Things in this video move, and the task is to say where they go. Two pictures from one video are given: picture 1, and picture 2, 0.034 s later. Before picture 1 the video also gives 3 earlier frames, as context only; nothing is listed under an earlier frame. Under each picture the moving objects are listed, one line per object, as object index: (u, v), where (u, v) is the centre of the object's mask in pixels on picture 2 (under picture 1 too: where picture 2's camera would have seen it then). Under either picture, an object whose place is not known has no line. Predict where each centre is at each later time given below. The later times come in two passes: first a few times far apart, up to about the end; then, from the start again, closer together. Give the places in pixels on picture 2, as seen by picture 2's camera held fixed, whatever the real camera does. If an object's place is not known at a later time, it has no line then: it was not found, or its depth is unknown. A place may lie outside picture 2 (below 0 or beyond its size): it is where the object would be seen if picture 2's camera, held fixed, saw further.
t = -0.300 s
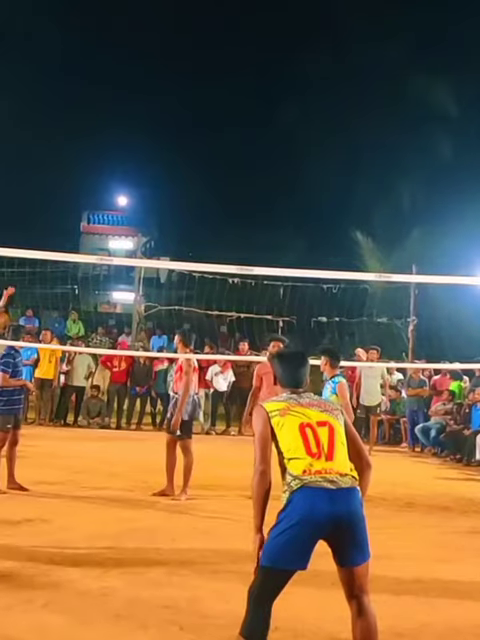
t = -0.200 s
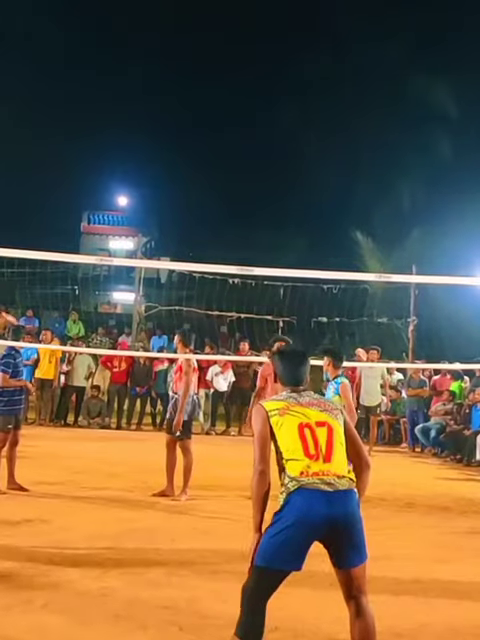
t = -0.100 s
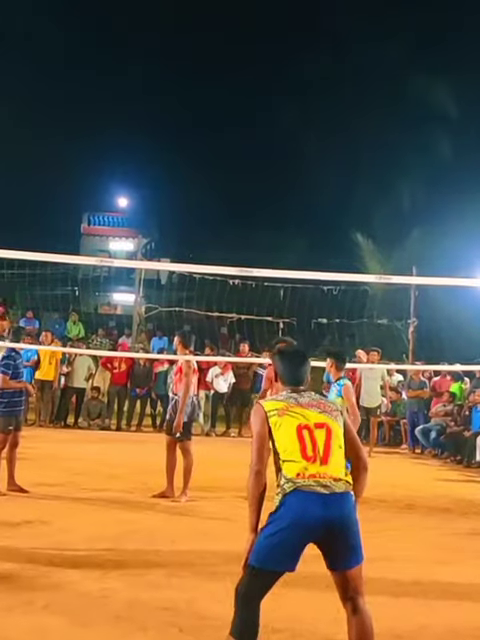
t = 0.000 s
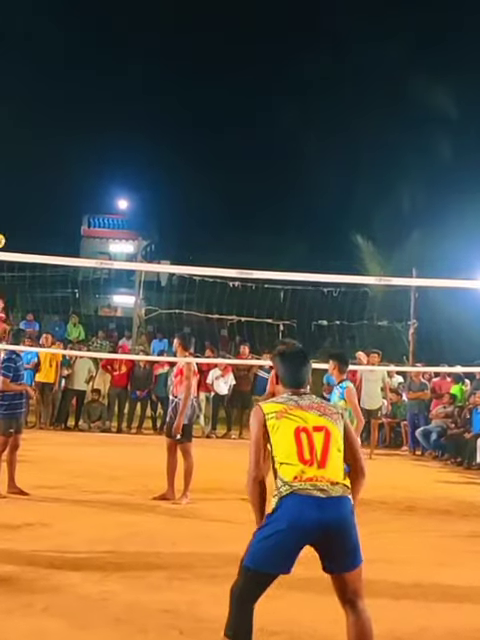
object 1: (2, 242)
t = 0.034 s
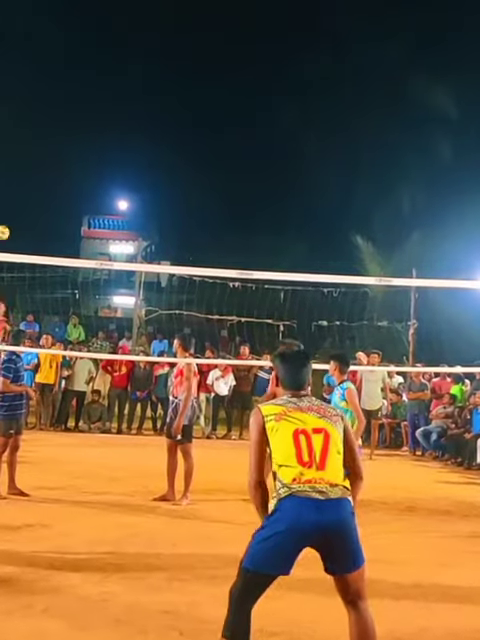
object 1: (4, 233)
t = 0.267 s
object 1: (44, 189)
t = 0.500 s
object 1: (125, 215)
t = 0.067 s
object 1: (7, 223)
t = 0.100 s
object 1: (11, 216)
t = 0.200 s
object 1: (29, 197)
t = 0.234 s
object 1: (37, 192)
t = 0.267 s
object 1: (44, 189)
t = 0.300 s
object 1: (53, 187)
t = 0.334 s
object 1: (61, 186)
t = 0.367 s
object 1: (71, 187)
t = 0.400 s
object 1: (83, 190)
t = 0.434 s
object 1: (95, 196)
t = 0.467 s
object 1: (108, 204)
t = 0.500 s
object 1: (125, 215)
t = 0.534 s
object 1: (144, 231)
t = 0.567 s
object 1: (163, 249)
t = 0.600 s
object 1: (186, 276)
